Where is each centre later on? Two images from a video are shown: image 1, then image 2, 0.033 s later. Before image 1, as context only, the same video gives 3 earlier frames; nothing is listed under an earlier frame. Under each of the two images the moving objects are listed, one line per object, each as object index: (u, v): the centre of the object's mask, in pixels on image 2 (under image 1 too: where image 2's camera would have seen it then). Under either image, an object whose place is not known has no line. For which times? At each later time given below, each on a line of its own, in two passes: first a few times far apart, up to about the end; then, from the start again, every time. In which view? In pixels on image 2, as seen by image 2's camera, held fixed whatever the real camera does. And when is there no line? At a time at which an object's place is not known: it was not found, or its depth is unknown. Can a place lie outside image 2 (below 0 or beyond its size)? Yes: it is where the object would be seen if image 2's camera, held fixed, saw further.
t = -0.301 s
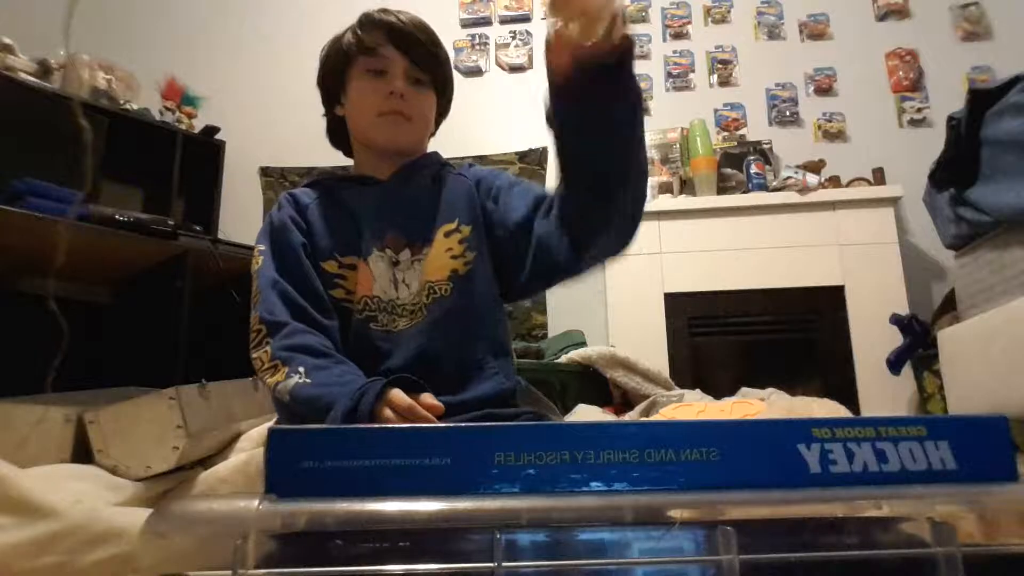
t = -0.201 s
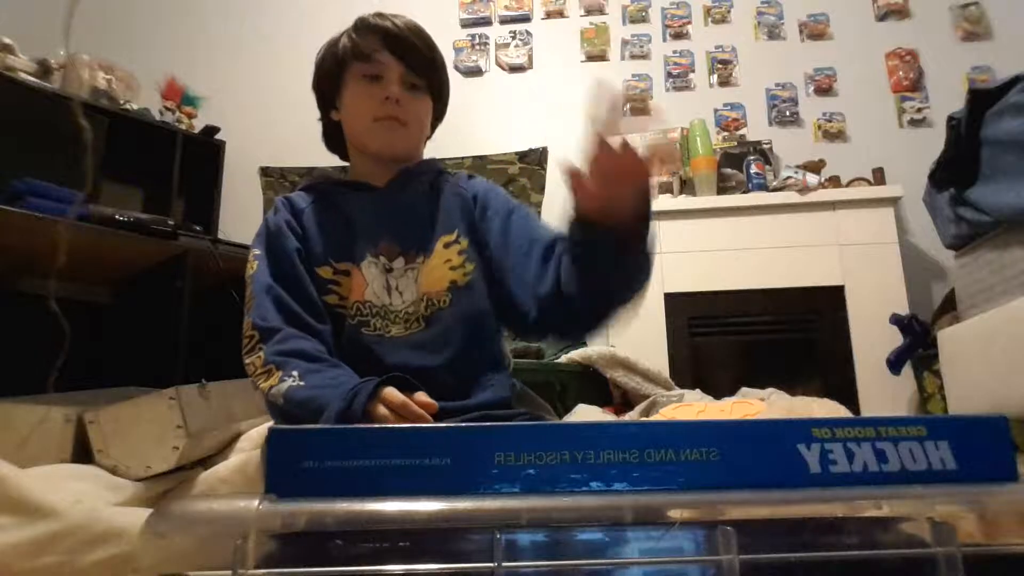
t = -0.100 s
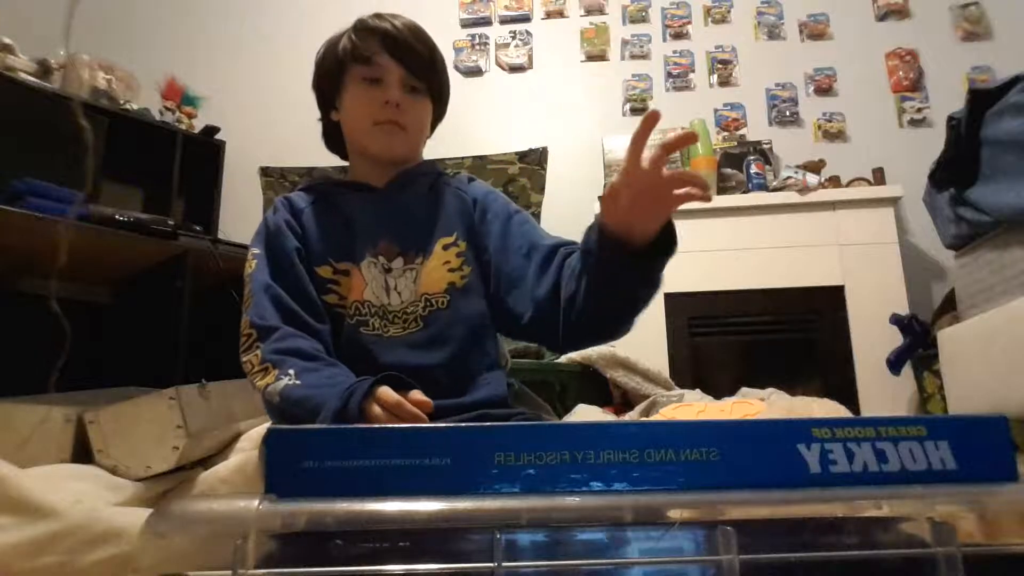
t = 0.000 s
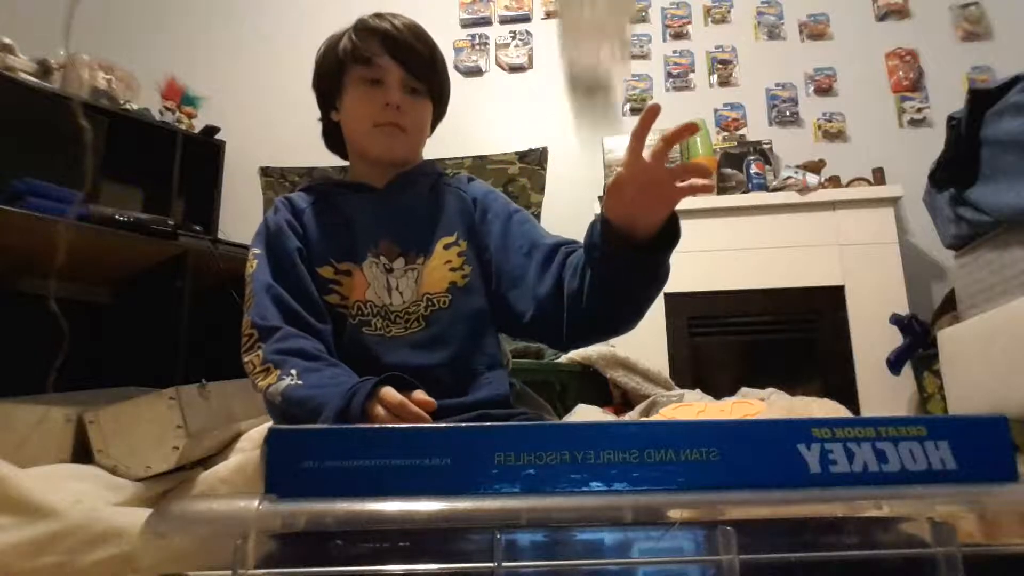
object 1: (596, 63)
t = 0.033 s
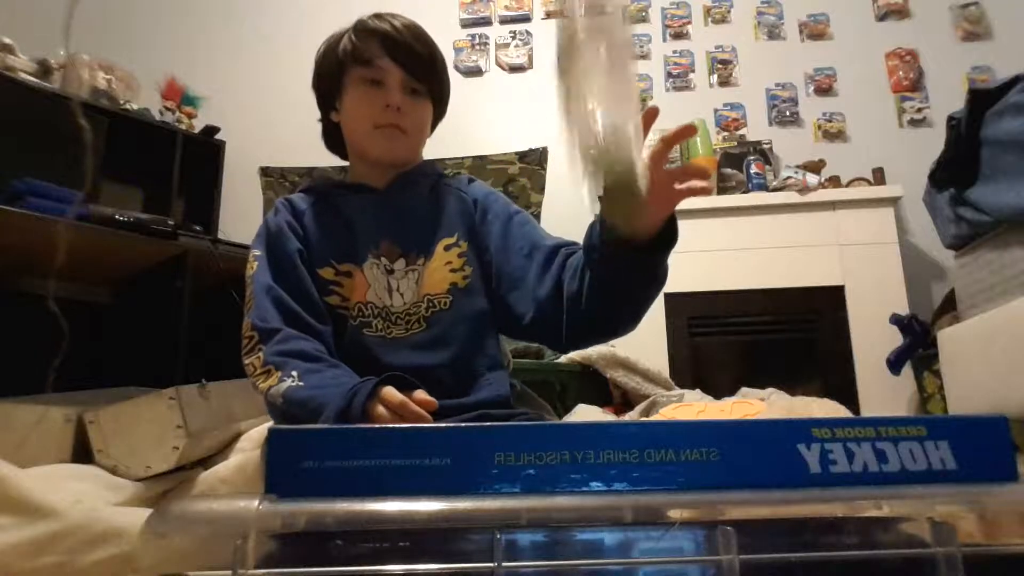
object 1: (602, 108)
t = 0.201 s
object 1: (602, 387)
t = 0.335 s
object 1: (585, 388)
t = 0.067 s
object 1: (600, 203)
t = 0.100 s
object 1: (614, 383)
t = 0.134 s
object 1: (613, 383)
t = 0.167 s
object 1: (607, 383)
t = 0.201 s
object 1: (602, 387)
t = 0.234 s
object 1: (596, 387)
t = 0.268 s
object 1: (589, 388)
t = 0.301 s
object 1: (586, 388)
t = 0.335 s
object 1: (585, 388)
